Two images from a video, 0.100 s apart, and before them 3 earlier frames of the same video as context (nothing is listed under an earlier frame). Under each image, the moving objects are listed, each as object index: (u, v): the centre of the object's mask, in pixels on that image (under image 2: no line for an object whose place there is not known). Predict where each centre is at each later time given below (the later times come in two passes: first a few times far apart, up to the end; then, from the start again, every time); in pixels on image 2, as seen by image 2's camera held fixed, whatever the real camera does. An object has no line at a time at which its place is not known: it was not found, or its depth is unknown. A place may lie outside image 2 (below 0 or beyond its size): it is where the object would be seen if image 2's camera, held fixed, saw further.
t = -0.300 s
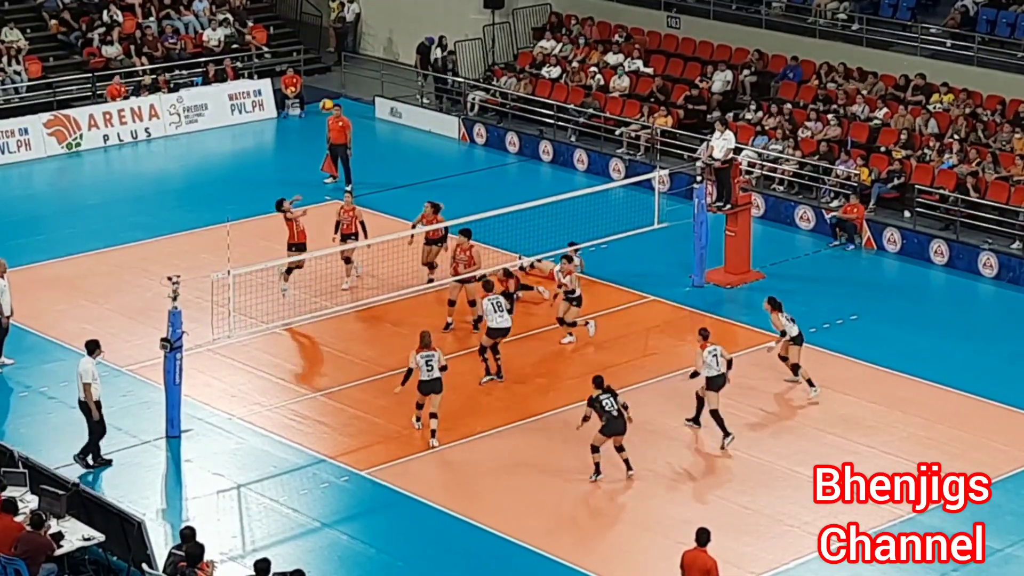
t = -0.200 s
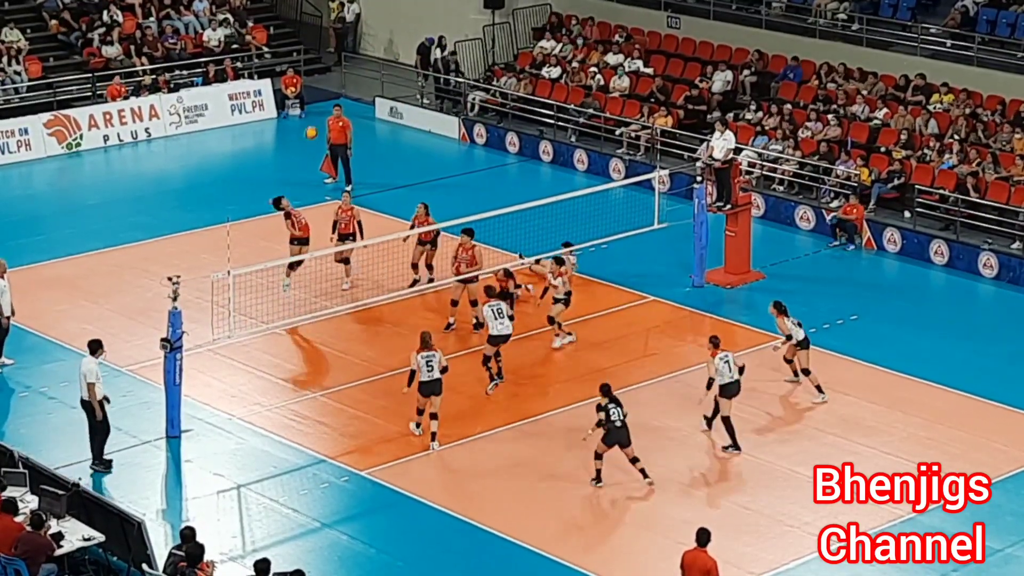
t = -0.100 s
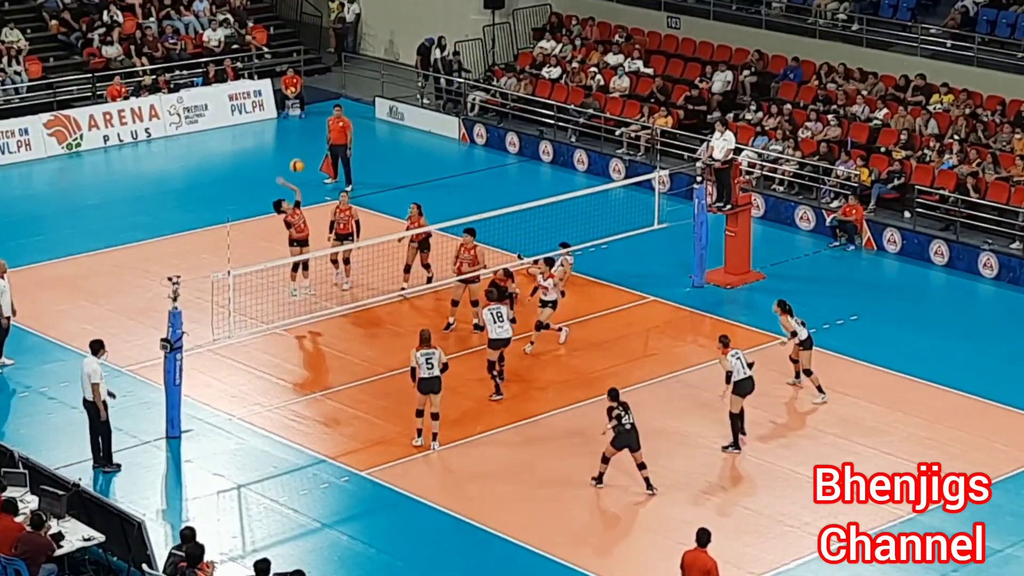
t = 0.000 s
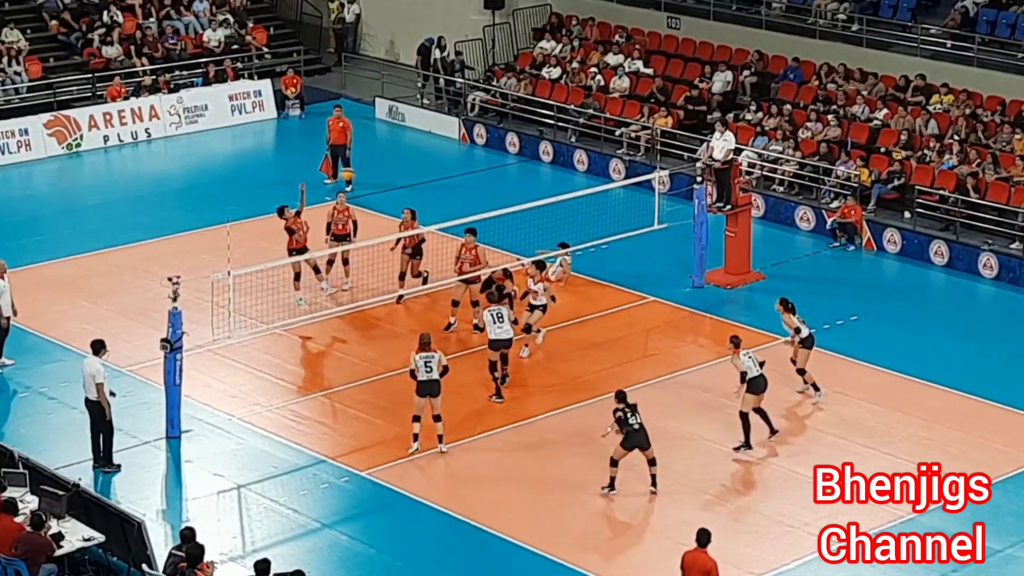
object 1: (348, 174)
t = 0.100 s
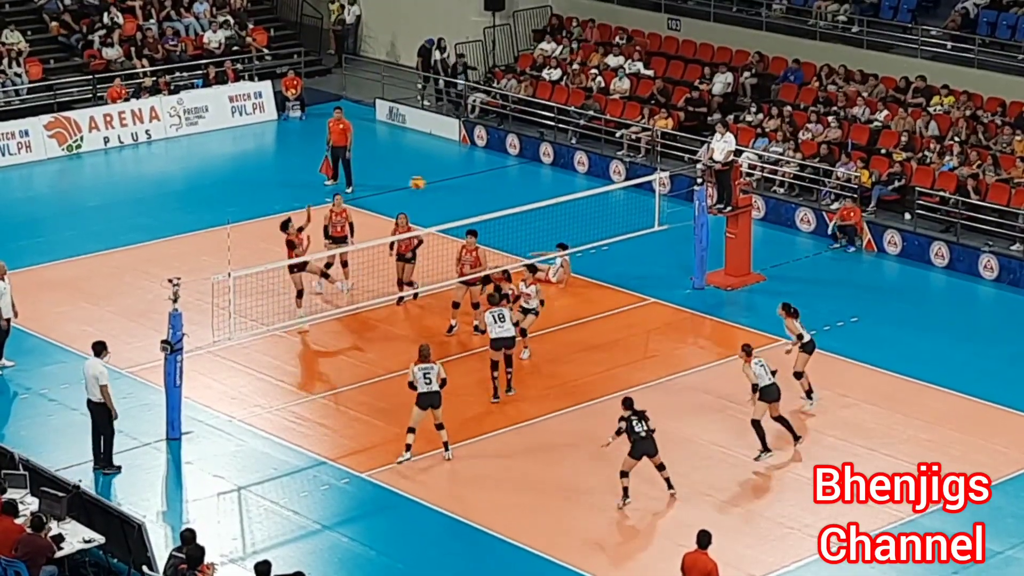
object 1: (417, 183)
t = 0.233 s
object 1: (512, 203)
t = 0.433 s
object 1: (660, 260)
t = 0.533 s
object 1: (735, 299)
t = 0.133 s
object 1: (441, 186)
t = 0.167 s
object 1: (465, 192)
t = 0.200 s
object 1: (489, 197)
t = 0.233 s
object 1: (512, 203)
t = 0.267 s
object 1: (538, 211)
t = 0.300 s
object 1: (562, 219)
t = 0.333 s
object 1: (587, 228)
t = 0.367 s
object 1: (611, 237)
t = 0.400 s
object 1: (636, 249)
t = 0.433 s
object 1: (660, 260)
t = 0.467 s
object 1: (685, 272)
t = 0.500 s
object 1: (710, 285)
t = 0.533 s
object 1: (735, 299)
